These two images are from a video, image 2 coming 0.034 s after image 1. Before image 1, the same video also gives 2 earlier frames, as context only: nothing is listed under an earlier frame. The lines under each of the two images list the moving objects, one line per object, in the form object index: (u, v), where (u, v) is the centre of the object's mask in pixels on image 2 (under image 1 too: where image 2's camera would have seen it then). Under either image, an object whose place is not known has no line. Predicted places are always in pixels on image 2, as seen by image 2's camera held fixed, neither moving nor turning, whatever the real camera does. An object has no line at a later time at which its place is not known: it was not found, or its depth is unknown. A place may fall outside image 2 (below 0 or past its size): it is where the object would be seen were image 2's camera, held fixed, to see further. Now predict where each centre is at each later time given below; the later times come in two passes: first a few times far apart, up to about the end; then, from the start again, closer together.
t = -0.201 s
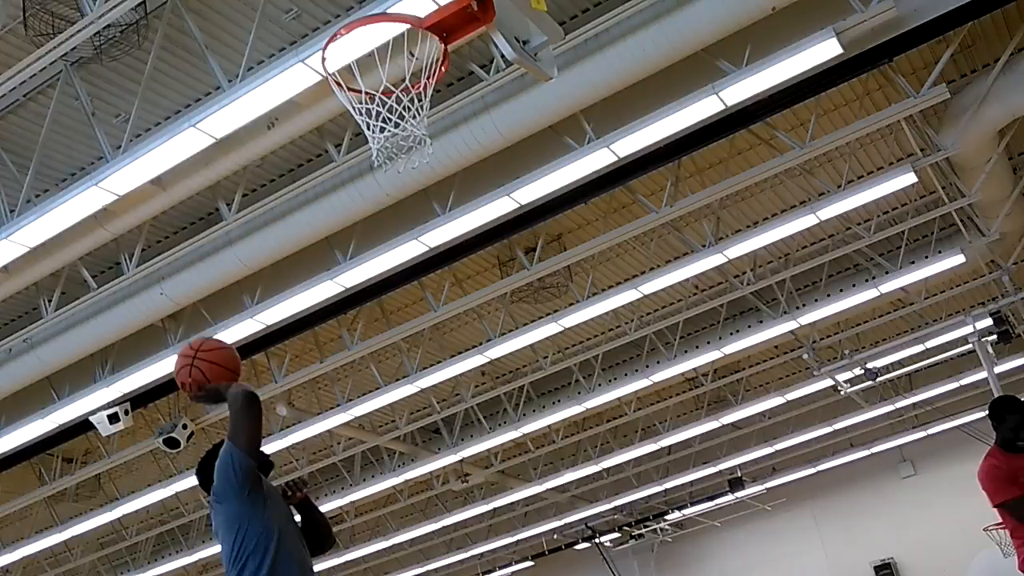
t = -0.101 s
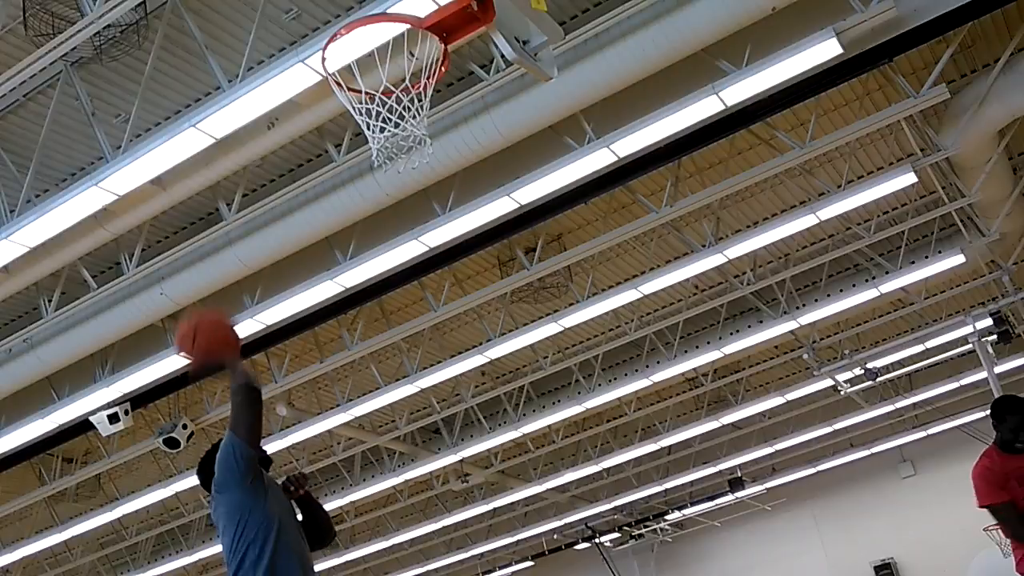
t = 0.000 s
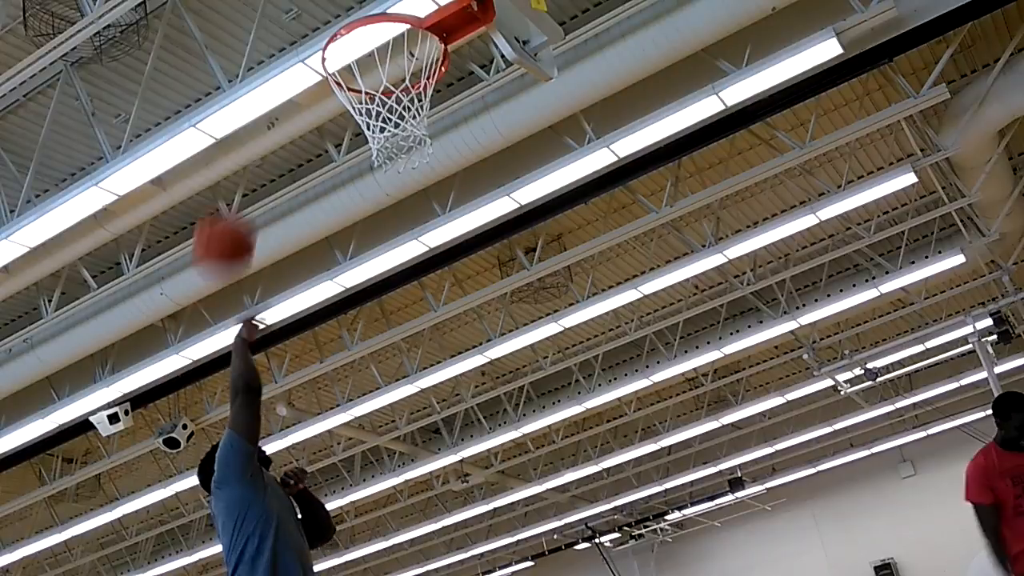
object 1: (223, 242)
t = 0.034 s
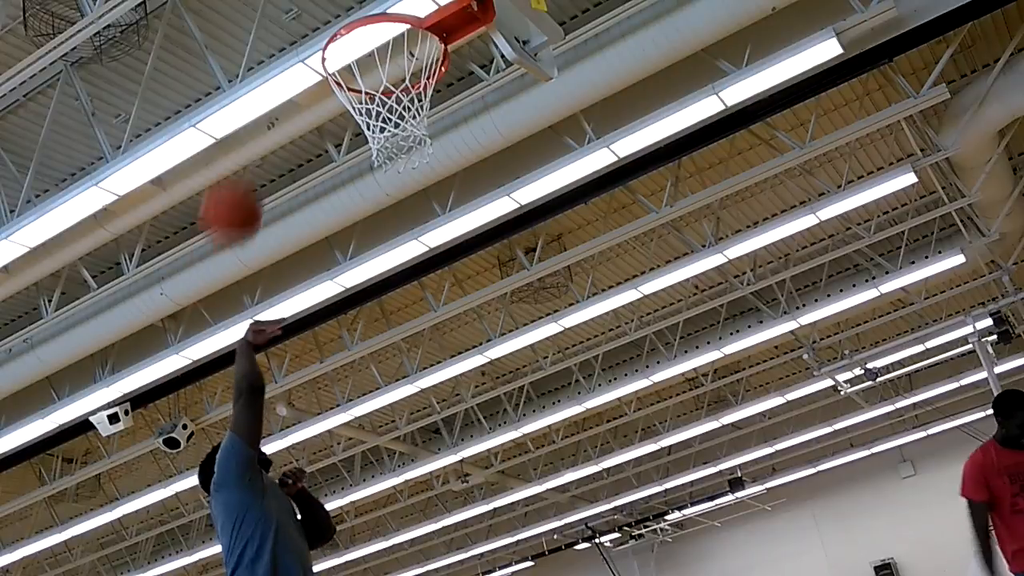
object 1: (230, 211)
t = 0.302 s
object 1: (293, 43)
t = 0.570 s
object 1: (369, 14)
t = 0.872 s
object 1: (365, 149)
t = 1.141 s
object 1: (385, 155)
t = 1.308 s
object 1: (431, 191)
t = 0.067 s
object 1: (238, 182)
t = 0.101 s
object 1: (246, 158)
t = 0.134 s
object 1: (254, 137)
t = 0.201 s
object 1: (269, 88)
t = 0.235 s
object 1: (277, 70)
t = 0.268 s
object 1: (285, 54)
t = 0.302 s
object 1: (293, 43)
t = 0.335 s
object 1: (301, 32)
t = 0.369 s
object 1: (309, 24)
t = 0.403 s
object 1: (318, 19)
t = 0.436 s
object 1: (327, 15)
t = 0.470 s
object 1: (337, 13)
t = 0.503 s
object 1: (346, 11)
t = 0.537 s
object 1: (358, 15)
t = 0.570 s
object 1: (369, 14)
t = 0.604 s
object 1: (385, 24)
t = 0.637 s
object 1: (397, 32)
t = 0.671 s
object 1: (397, 49)
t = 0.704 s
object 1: (386, 67)
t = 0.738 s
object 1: (374, 81)
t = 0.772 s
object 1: (367, 111)
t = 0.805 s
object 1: (384, 139)
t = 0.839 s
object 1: (376, 145)
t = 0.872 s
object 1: (365, 149)
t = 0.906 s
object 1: (361, 146)
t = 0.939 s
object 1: (361, 148)
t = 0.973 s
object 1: (361, 151)
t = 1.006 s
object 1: (362, 154)
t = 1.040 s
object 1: (366, 155)
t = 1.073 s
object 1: (373, 155)
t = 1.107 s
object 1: (379, 154)
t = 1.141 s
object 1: (385, 155)
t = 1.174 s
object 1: (392, 155)
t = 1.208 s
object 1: (401, 158)
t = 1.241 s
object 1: (409, 165)
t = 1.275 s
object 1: (420, 177)
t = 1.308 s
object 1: (431, 191)
